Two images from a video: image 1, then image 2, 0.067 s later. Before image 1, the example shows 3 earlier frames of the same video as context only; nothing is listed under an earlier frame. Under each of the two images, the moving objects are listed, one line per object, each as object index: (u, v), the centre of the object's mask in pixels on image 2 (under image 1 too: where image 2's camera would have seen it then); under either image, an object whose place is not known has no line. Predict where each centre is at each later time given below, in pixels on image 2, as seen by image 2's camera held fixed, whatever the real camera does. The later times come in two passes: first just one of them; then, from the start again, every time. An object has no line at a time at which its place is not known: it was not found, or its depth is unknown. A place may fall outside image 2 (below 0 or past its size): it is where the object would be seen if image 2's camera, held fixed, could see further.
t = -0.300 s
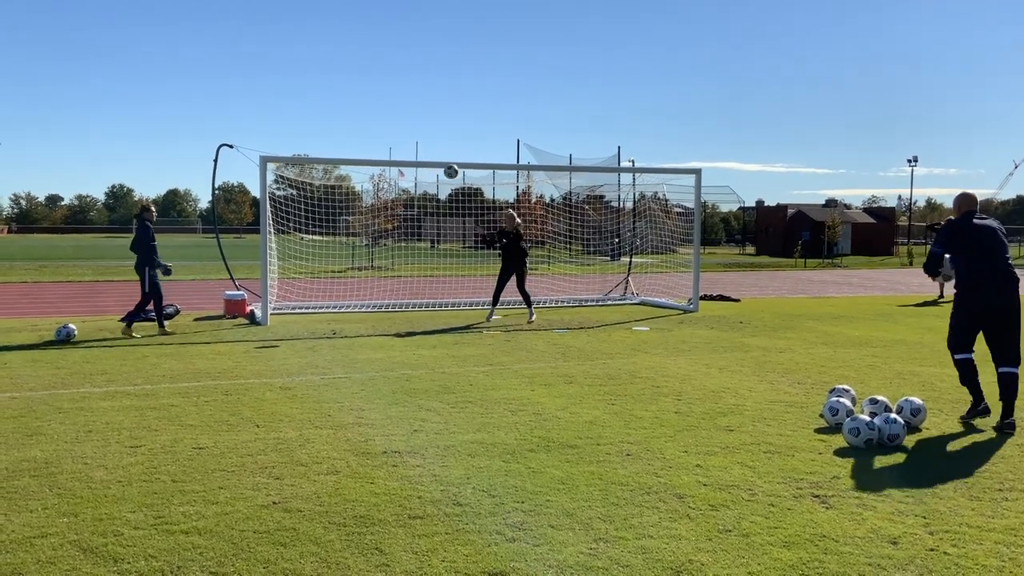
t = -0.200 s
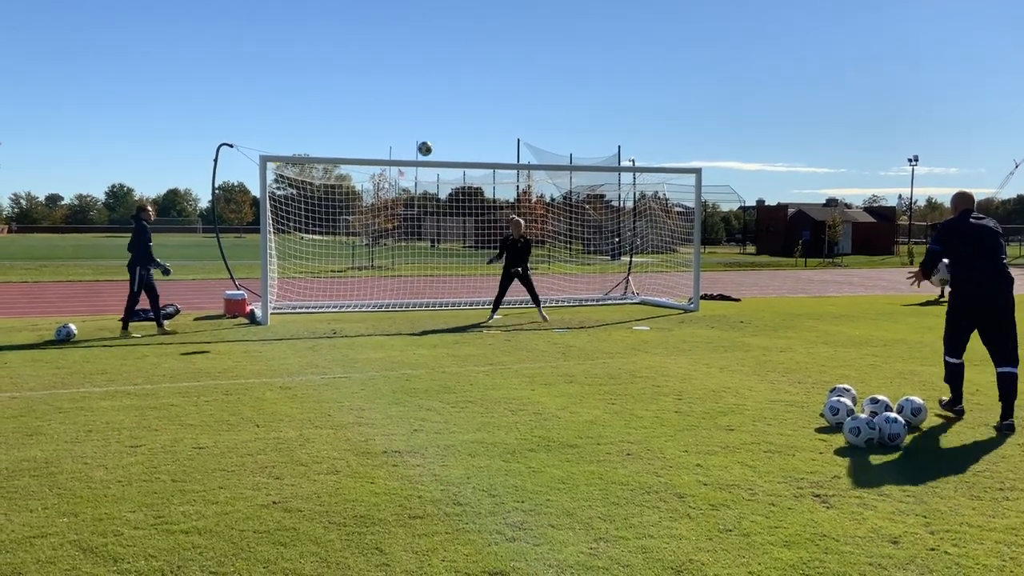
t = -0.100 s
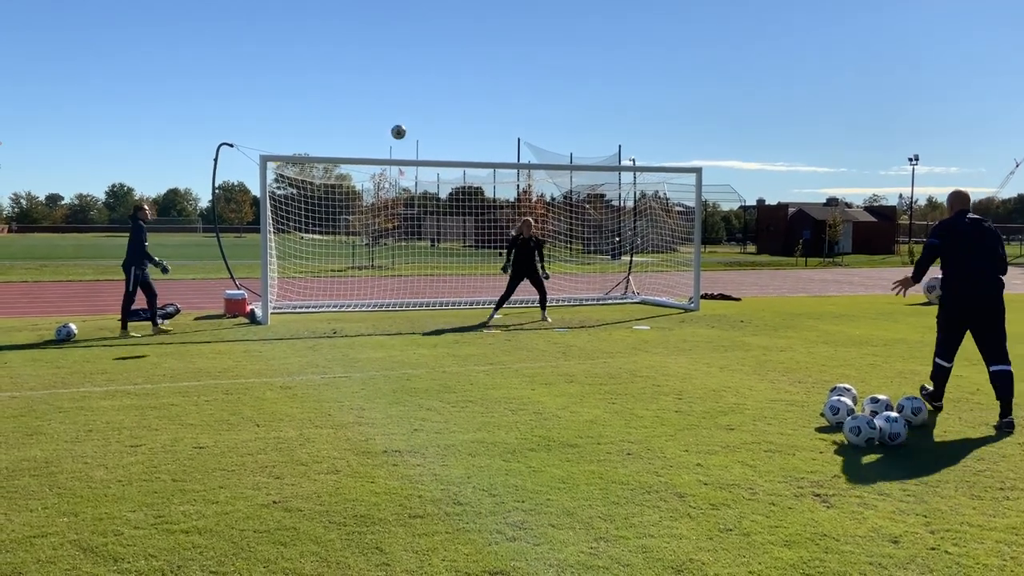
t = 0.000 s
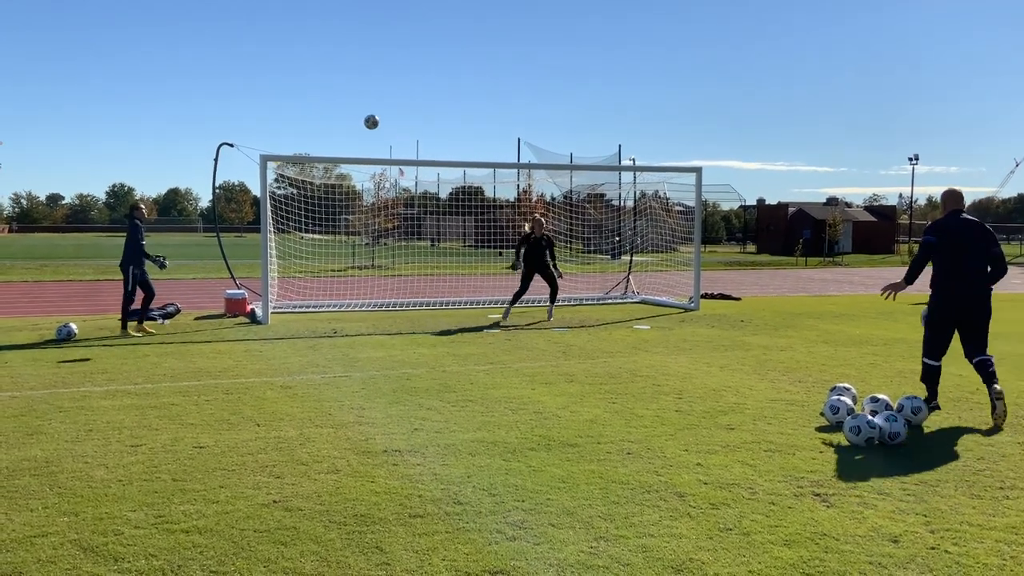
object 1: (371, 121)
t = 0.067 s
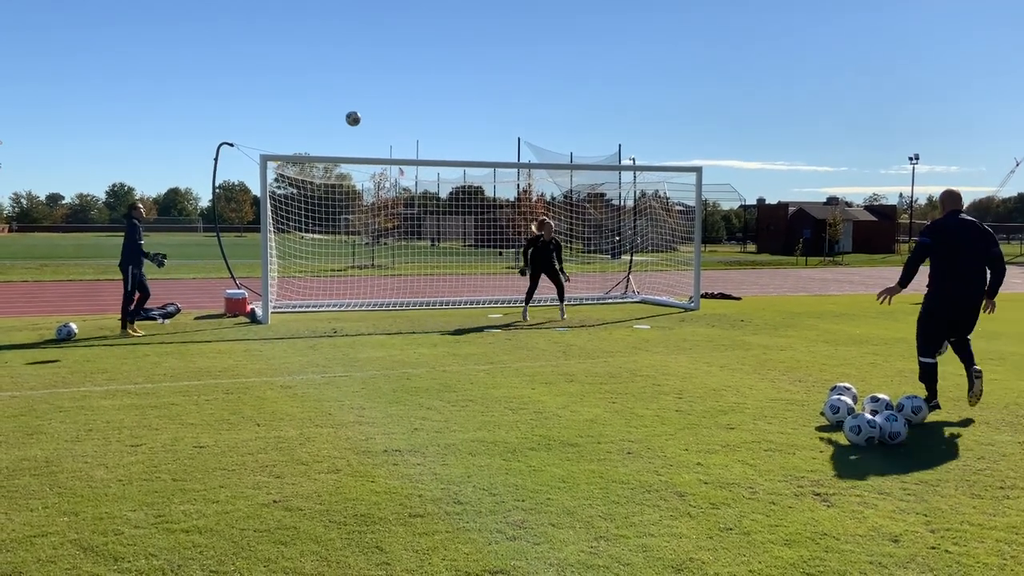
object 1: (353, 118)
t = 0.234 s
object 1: (306, 124)
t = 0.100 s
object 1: (343, 118)
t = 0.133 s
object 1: (334, 118)
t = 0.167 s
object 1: (325, 119)
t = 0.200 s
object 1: (316, 121)
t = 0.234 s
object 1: (306, 124)
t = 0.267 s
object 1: (297, 127)
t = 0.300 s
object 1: (287, 132)
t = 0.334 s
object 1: (278, 137)
